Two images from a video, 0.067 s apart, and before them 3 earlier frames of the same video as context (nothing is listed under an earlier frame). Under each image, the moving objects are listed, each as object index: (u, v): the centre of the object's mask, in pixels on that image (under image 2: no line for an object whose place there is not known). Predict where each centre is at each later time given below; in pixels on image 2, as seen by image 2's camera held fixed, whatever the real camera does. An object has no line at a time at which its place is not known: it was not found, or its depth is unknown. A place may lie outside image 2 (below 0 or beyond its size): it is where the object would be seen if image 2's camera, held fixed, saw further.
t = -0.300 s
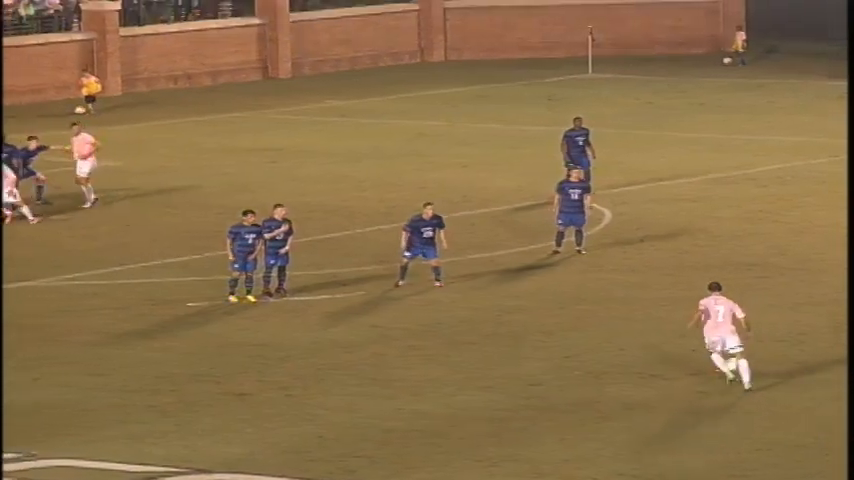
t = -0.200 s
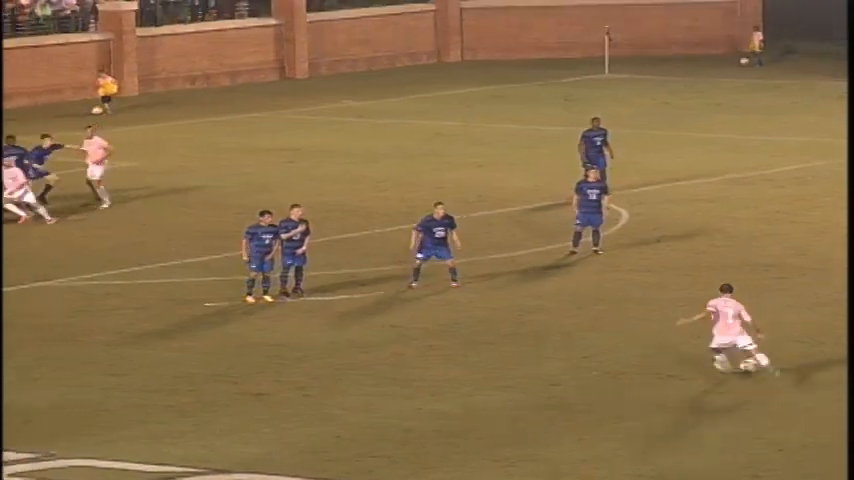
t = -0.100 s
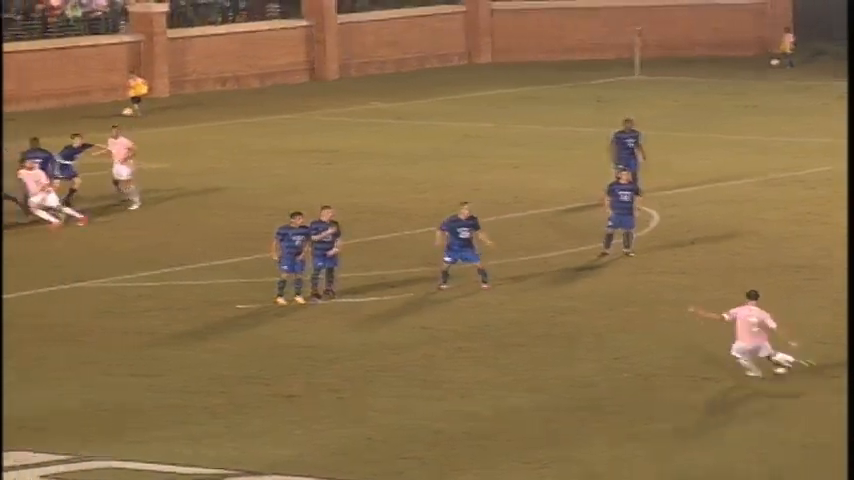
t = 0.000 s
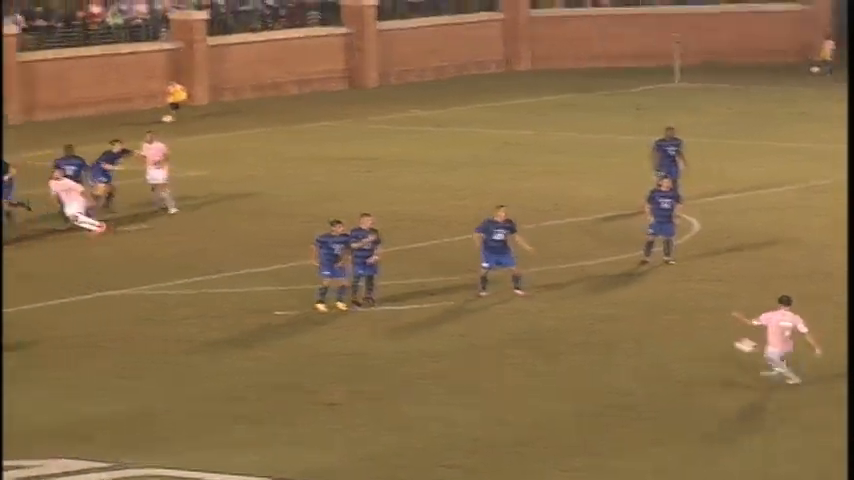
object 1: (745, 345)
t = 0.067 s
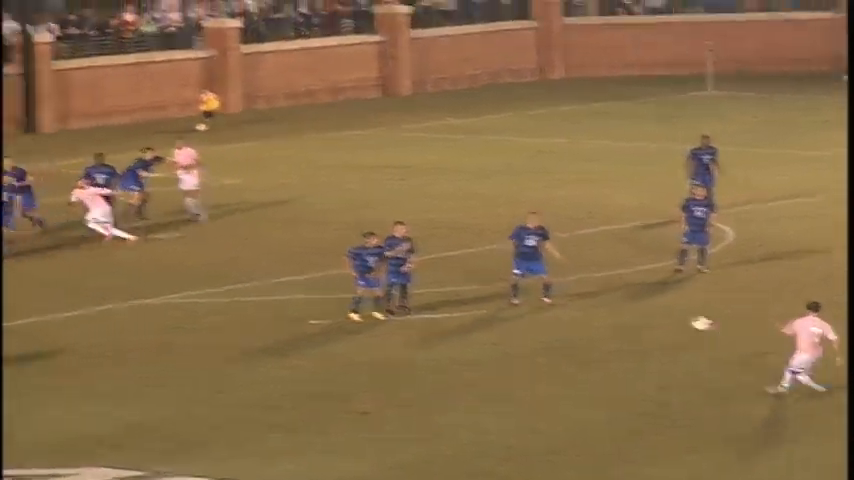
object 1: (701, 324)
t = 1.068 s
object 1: (-33, 88)
